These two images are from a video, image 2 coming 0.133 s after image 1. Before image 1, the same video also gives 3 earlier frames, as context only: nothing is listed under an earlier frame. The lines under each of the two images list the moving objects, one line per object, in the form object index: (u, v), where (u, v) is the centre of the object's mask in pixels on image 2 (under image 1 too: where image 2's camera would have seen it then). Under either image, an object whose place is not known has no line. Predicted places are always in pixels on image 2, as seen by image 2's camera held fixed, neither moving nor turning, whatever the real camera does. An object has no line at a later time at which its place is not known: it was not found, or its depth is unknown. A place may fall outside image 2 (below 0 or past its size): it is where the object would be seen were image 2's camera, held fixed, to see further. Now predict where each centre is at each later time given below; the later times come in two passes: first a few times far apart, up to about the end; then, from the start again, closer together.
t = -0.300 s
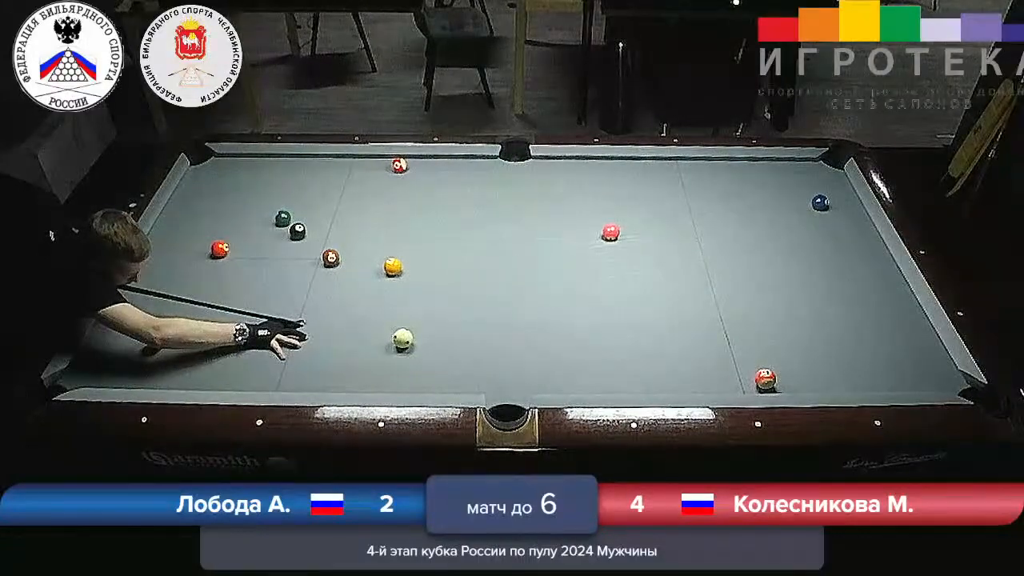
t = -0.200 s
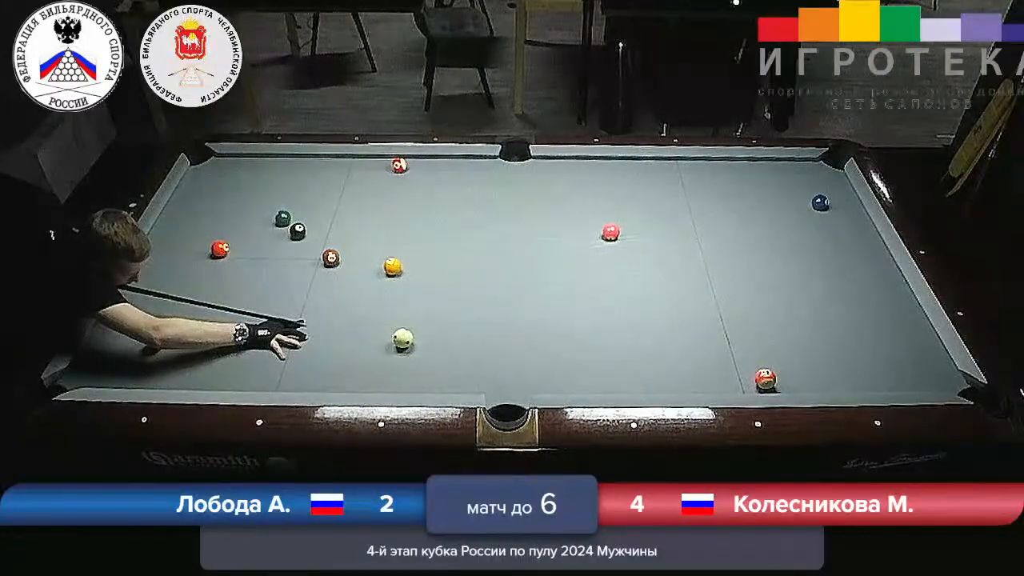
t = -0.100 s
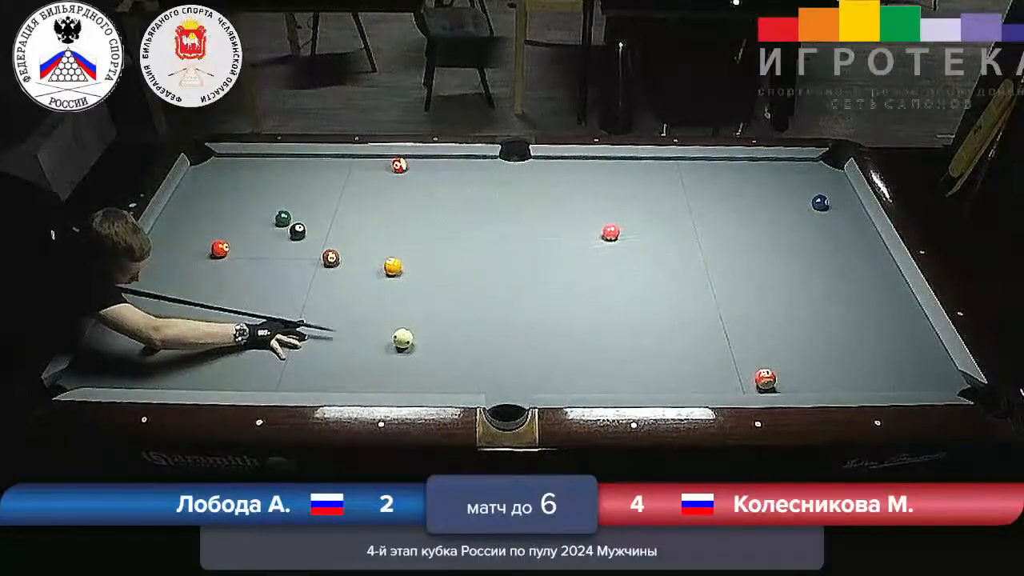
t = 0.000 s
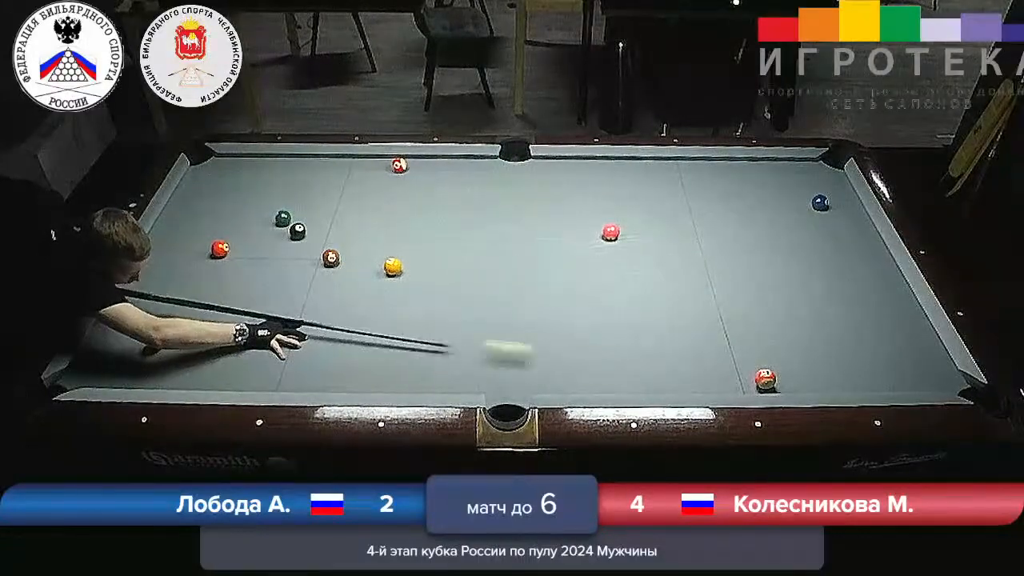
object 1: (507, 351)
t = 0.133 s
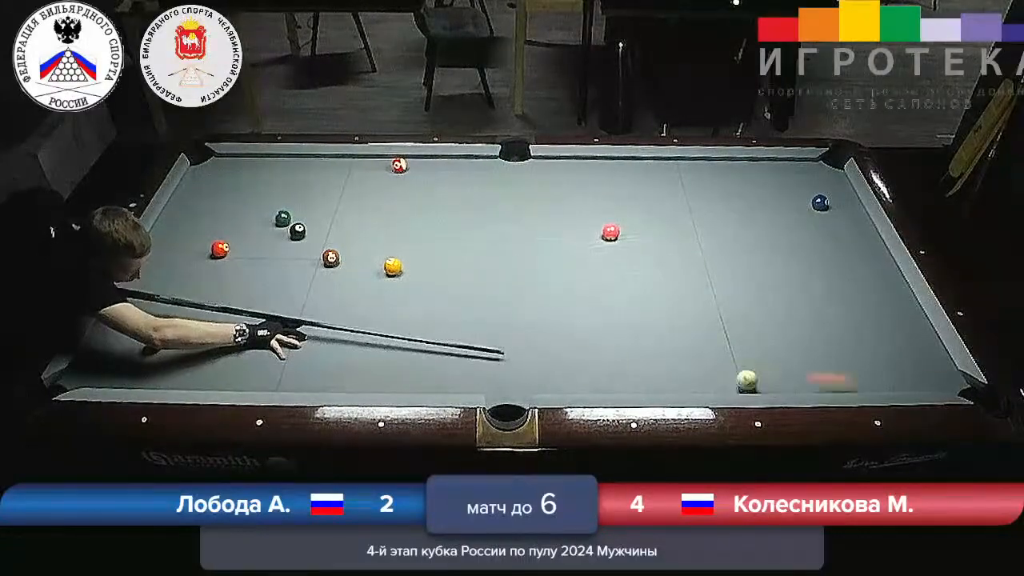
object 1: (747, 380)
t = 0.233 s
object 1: (751, 385)
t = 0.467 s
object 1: (749, 383)
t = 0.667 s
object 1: (746, 378)
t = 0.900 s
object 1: (743, 373)
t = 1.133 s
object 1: (741, 370)
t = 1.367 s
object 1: (740, 368)
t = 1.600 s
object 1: (739, 367)
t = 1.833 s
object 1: (739, 367)
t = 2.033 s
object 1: (739, 367)
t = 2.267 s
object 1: (739, 367)
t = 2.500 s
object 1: (739, 367)
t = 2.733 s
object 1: (739, 367)
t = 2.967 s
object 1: (739, 367)
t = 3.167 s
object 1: (739, 367)
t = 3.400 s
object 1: (739, 367)
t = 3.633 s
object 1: (739, 367)
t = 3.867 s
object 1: (739, 367)
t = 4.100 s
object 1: (739, 367)
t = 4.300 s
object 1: (739, 368)
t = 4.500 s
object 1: (739, 367)
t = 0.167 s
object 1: (748, 382)
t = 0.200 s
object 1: (750, 384)
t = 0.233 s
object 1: (751, 385)
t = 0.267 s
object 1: (751, 385)
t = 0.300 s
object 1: (751, 386)
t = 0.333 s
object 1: (751, 385)
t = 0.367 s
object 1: (750, 384)
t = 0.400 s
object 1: (750, 384)
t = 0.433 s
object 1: (749, 383)
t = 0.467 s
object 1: (749, 383)
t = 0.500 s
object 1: (749, 383)
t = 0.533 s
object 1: (748, 382)
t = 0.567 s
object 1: (747, 380)
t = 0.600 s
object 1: (747, 380)
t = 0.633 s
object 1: (747, 379)
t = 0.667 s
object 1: (746, 378)
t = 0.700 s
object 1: (745, 378)
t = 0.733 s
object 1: (745, 377)
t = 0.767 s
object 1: (744, 376)
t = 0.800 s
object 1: (744, 376)
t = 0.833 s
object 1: (744, 375)
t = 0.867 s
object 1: (743, 374)
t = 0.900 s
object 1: (743, 373)
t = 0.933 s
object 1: (742, 372)
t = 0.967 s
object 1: (742, 372)
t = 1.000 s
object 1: (742, 372)
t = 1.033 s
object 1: (742, 371)
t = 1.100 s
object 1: (741, 371)
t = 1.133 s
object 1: (741, 370)
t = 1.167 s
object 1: (741, 370)
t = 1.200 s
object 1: (741, 370)
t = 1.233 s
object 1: (740, 369)
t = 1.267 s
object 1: (740, 369)
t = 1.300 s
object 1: (740, 368)
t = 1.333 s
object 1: (740, 368)
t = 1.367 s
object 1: (740, 368)
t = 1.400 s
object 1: (739, 368)
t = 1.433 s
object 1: (739, 368)
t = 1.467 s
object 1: (739, 368)
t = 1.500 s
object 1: (739, 368)
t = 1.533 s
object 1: (739, 367)
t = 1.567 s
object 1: (739, 367)
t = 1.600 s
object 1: (739, 367)
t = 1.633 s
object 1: (739, 367)
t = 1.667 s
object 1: (739, 367)
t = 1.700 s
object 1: (739, 367)
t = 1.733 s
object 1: (739, 367)
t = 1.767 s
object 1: (739, 367)
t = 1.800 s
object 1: (739, 367)
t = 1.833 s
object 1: (739, 367)
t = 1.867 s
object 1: (739, 367)
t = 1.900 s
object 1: (739, 367)
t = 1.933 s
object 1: (739, 367)
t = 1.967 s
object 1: (740, 367)
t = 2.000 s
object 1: (739, 367)
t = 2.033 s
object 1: (739, 367)
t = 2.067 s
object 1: (739, 367)
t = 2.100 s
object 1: (739, 367)
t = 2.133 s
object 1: (739, 367)
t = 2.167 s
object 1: (739, 367)
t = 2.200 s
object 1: (739, 367)
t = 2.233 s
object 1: (739, 367)
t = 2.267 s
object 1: (739, 367)
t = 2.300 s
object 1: (739, 367)
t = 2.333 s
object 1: (739, 367)
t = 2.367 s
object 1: (739, 367)
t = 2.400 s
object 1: (739, 367)
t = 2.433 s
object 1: (739, 367)
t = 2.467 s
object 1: (739, 367)
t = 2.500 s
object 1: (739, 367)
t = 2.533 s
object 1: (739, 367)
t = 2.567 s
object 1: (739, 367)
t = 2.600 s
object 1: (739, 367)
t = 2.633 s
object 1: (739, 367)
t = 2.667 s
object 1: (739, 367)
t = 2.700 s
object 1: (739, 367)
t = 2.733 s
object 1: (739, 367)
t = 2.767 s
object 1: (739, 367)
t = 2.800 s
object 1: (739, 367)
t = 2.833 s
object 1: (739, 367)
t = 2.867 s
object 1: (739, 367)
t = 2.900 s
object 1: (739, 367)
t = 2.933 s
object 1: (739, 367)
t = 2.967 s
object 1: (739, 367)
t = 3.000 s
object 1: (739, 367)
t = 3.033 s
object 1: (739, 367)
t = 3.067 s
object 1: (739, 367)
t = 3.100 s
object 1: (739, 367)
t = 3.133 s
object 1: (739, 367)
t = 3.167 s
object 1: (739, 367)
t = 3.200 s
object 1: (739, 367)
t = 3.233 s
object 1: (739, 367)
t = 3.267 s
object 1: (739, 367)
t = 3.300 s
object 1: (739, 367)
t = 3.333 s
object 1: (739, 367)
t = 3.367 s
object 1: (739, 367)
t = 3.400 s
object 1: (739, 367)
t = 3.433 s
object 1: (739, 367)
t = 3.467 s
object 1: (739, 367)
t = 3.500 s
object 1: (739, 367)
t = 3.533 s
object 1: (739, 367)
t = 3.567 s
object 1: (739, 367)
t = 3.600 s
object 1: (739, 367)
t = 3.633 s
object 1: (739, 367)
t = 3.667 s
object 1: (739, 367)
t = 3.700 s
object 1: (739, 367)
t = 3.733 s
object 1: (739, 367)
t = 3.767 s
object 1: (739, 367)
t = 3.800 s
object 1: (739, 367)
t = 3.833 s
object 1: (739, 367)
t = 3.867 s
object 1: (739, 367)
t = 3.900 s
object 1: (739, 368)
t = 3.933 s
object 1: (739, 368)
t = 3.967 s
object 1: (739, 368)
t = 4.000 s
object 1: (739, 367)
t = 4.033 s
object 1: (739, 368)
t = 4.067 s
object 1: (739, 368)
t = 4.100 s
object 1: (739, 367)
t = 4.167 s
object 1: (739, 368)
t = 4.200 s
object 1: (739, 368)
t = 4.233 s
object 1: (739, 367)
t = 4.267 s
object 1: (739, 368)
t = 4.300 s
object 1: (739, 368)
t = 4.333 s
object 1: (739, 368)
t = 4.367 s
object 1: (739, 368)
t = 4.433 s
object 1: (739, 367)
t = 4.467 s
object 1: (739, 367)
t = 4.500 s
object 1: (739, 367)
